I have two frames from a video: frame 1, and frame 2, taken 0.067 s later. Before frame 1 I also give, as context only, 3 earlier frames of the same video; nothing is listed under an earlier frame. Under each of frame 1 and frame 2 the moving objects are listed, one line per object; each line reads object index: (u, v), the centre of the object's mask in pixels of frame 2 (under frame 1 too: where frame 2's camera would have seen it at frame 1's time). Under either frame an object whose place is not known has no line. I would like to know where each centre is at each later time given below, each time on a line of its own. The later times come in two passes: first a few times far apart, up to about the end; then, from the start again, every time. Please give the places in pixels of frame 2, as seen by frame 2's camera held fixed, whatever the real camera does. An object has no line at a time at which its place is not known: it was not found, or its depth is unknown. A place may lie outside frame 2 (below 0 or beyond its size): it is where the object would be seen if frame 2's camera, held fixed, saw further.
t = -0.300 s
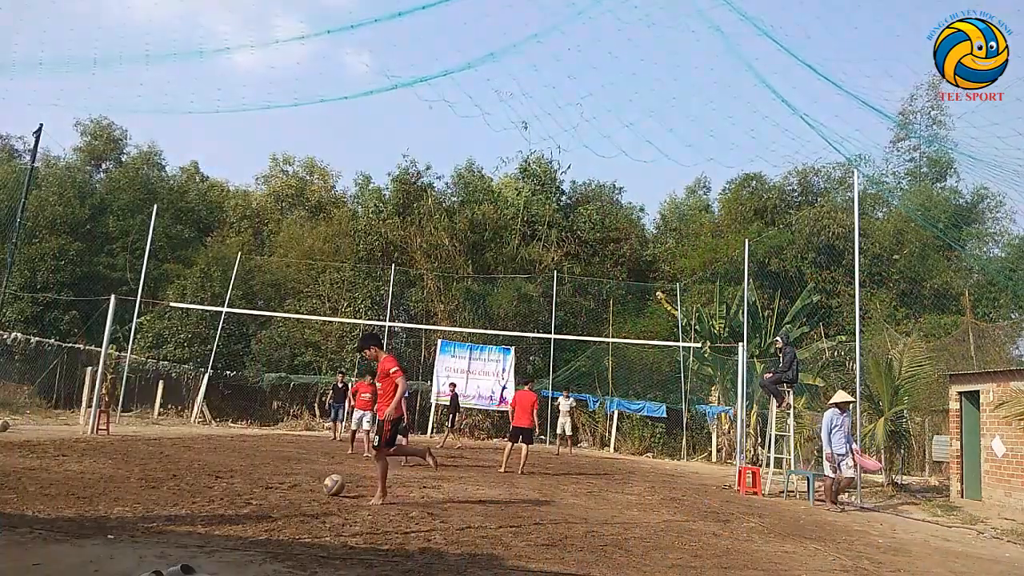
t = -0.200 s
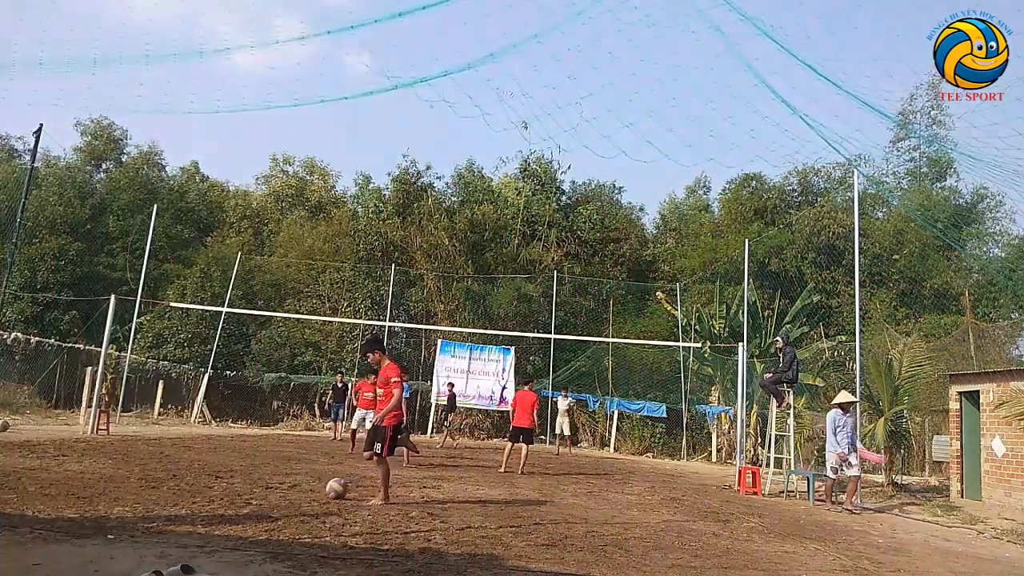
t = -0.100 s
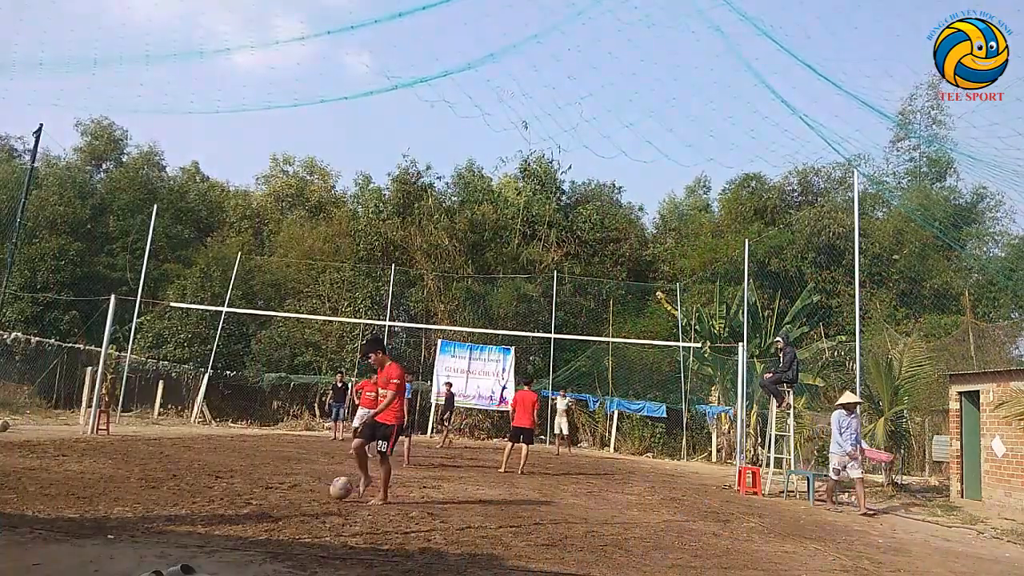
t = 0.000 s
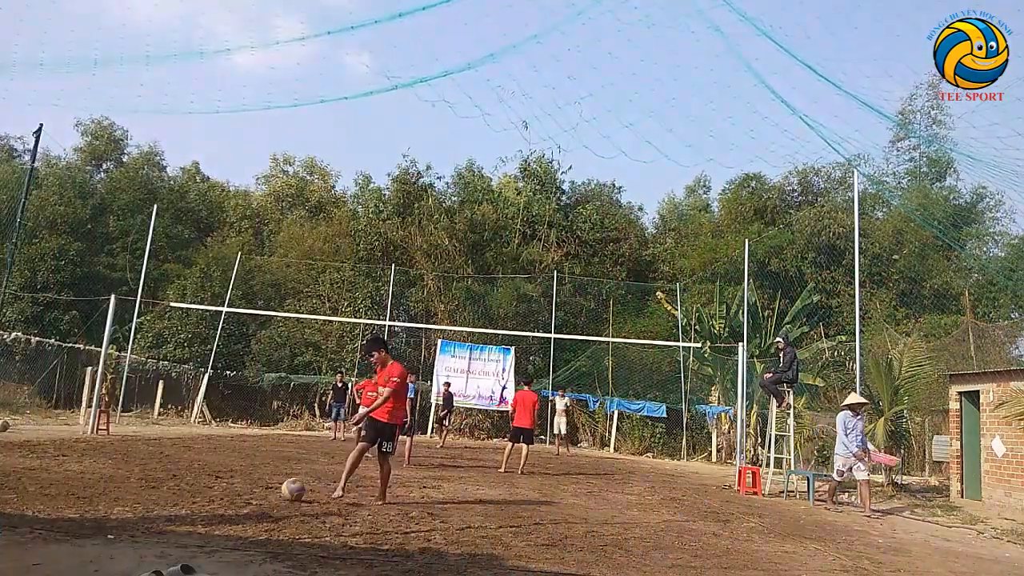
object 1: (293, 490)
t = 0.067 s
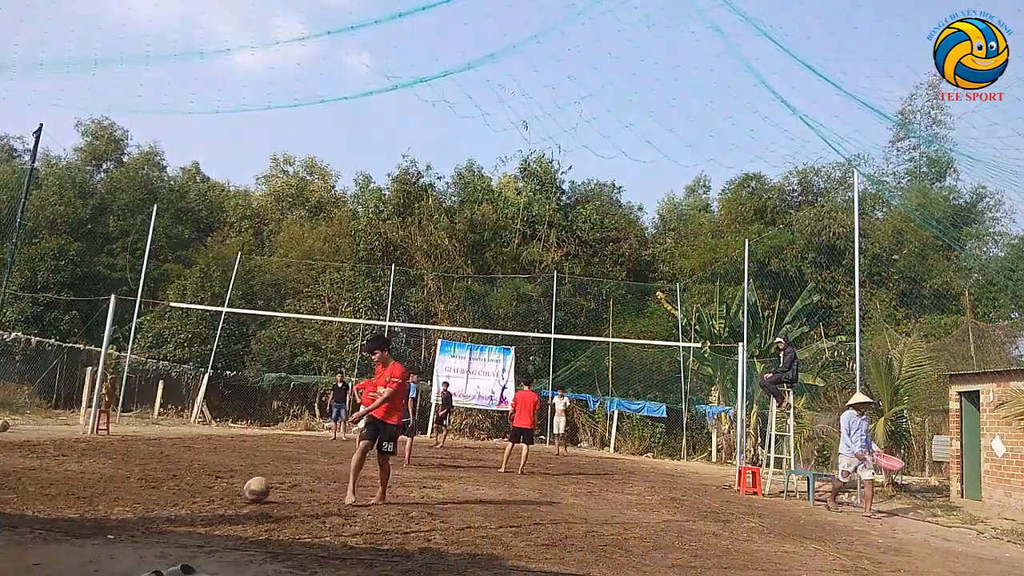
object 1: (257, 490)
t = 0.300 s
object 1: (132, 499)
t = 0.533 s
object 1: (28, 502)
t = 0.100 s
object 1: (240, 489)
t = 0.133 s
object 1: (221, 490)
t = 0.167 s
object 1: (202, 492)
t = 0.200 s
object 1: (181, 495)
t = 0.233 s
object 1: (165, 496)
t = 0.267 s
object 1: (149, 497)
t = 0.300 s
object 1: (132, 499)
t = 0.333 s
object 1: (116, 499)
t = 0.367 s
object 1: (102, 498)
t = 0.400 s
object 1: (88, 499)
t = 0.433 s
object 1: (73, 501)
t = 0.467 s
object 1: (58, 501)
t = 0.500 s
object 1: (43, 500)
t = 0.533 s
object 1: (28, 502)
